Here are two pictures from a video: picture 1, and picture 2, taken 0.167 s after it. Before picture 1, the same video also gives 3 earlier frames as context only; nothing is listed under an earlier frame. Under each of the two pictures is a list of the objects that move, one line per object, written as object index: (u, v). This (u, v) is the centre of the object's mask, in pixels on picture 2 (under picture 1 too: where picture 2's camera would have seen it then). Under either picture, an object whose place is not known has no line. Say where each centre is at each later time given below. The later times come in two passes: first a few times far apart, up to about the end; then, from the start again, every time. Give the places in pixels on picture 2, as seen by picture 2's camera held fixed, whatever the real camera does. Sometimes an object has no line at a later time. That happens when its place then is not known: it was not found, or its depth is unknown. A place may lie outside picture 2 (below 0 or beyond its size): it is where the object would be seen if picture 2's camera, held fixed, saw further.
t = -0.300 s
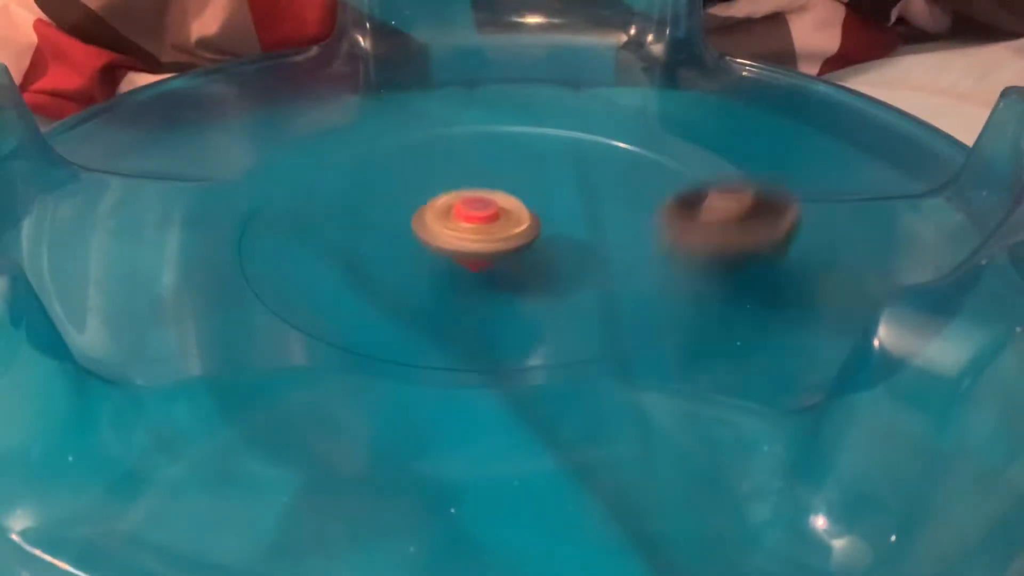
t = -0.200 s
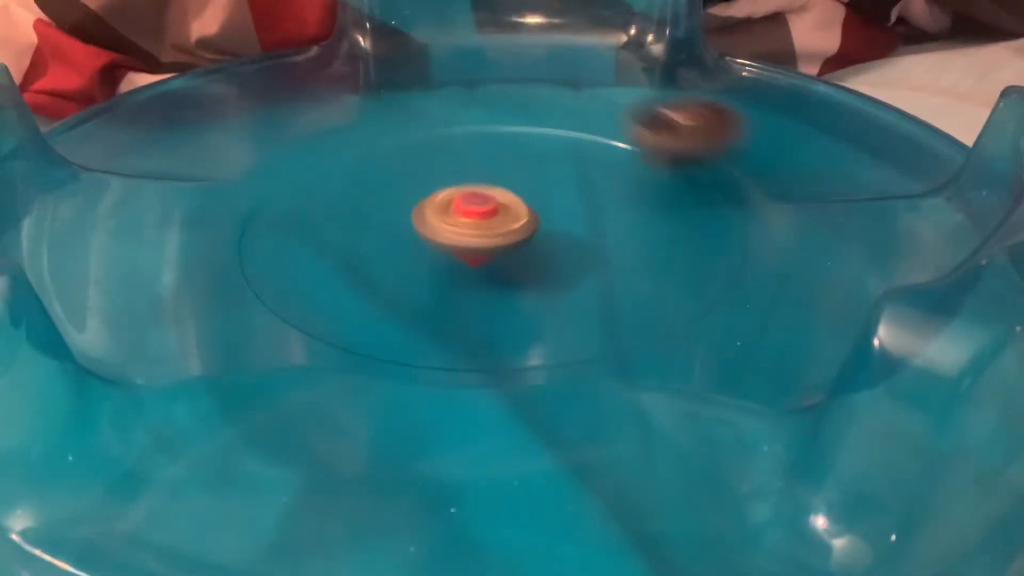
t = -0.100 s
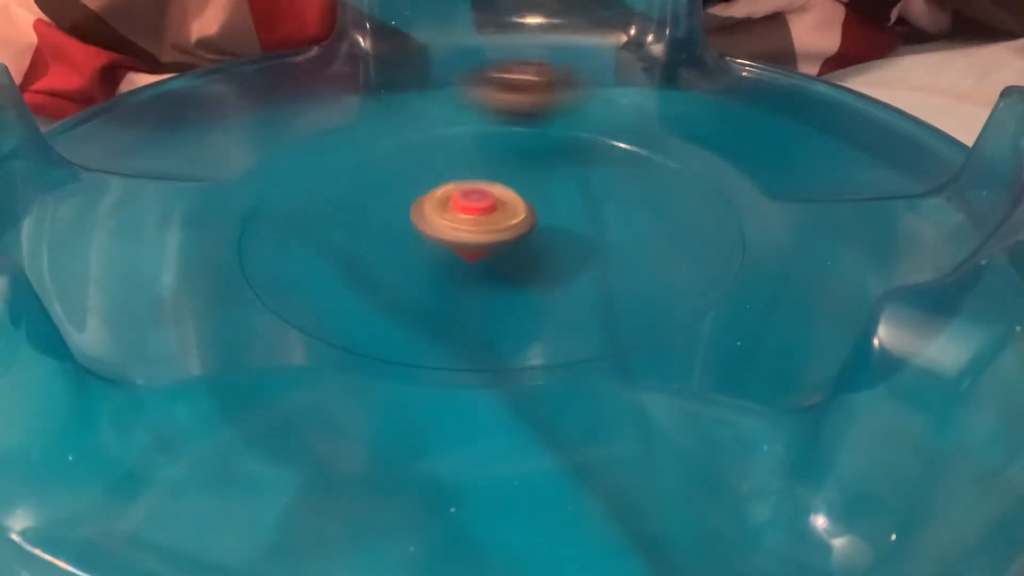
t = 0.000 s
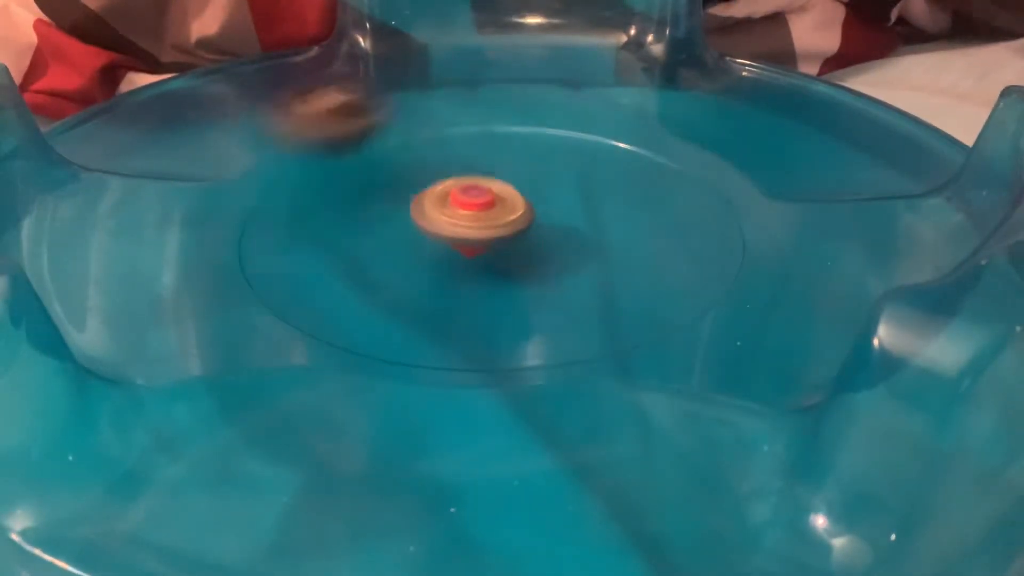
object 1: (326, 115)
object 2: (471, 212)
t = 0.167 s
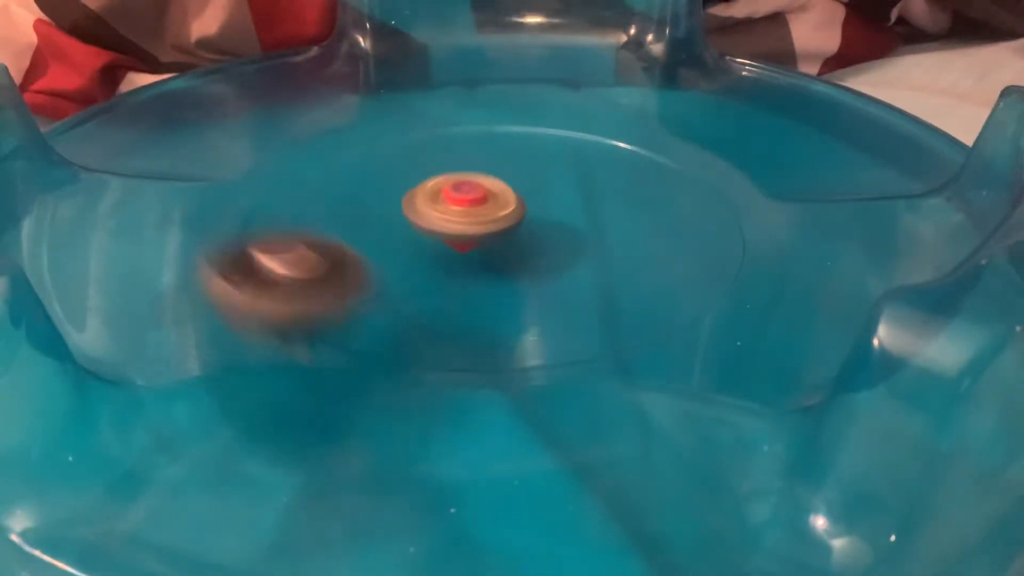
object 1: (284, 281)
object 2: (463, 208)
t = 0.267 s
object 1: (470, 379)
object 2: (460, 207)
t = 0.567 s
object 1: (539, 303)
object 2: (459, 208)
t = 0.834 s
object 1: (565, 137)
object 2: (436, 219)
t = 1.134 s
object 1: (247, 198)
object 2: (488, 228)
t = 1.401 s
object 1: (727, 229)
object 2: (524, 215)
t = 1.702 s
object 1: (354, 107)
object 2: (509, 205)
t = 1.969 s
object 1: (516, 305)
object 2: (478, 210)
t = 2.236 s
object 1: (602, 101)
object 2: (467, 231)
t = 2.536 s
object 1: (260, 242)
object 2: (487, 242)
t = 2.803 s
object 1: (734, 183)
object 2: (496, 234)
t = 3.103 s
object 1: (332, 117)
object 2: (467, 220)
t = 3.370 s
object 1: (527, 302)
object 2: (427, 218)
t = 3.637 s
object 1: (608, 133)
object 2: (417, 228)
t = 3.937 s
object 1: (209, 184)
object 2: (463, 229)
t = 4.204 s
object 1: (420, 356)
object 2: (484, 206)
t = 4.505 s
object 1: (645, 249)
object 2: (458, 194)
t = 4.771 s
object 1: (446, 121)
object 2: (441, 205)
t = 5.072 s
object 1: (276, 264)
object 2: (471, 223)
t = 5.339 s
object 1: (673, 209)
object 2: (519, 223)
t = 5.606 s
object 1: (423, 95)
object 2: (518, 211)
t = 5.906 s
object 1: (368, 285)
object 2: (476, 211)
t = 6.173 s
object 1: (693, 178)
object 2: (450, 231)
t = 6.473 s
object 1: (376, 103)
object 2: (481, 245)
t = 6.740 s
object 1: (357, 294)
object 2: (495, 229)
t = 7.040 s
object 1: (702, 150)
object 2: (457, 212)
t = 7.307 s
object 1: (370, 119)
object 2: (423, 211)
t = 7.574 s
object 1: (382, 293)
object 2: (424, 218)
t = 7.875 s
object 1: (665, 171)
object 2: (474, 222)
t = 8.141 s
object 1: (349, 135)
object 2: (495, 203)
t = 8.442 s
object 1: (454, 301)
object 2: (466, 195)
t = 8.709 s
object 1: (631, 175)
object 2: (448, 214)
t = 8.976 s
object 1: (339, 128)
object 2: (485, 235)
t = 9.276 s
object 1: (415, 292)
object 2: (525, 229)
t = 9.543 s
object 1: (651, 176)
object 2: (508, 214)
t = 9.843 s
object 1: (348, 119)
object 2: (454, 213)
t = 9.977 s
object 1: (248, 189)
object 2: (428, 221)
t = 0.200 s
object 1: (387, 340)
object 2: (462, 208)
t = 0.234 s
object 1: (432, 362)
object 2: (460, 207)
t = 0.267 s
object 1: (470, 379)
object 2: (460, 207)
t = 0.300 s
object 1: (497, 386)
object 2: (460, 207)
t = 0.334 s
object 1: (516, 387)
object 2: (460, 207)
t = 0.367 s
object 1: (526, 380)
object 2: (460, 207)
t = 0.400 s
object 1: (530, 370)
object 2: (460, 206)
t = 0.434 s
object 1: (531, 356)
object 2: (460, 207)
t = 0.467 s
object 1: (529, 342)
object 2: (459, 207)
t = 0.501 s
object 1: (526, 323)
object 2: (459, 207)
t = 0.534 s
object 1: (528, 313)
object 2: (459, 207)
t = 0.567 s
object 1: (539, 303)
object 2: (459, 208)
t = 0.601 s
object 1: (555, 291)
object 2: (459, 209)
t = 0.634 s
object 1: (577, 272)
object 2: (460, 210)
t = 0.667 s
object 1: (600, 250)
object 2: (462, 211)
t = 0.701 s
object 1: (607, 225)
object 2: (465, 213)
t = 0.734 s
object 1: (598, 202)
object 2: (467, 214)
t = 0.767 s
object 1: (583, 175)
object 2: (464, 215)
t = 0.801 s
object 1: (578, 155)
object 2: (448, 216)
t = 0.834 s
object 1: (565, 137)
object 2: (436, 219)
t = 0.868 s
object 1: (543, 119)
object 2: (430, 223)
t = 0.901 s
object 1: (512, 107)
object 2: (432, 224)
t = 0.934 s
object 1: (472, 97)
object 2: (438, 225)
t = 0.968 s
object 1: (427, 92)
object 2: (445, 227)
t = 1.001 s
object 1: (379, 98)
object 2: (454, 228)
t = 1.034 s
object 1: (337, 115)
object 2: (463, 228)
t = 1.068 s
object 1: (288, 136)
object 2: (472, 230)
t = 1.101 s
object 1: (256, 166)
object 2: (480, 229)
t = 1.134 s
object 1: (247, 198)
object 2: (488, 228)
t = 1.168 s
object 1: (258, 235)
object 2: (495, 227)
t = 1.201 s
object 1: (298, 267)
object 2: (502, 226)
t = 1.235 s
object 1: (366, 293)
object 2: (508, 224)
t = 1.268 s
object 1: (453, 305)
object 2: (513, 221)
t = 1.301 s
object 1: (541, 301)
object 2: (516, 218)
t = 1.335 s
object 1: (616, 285)
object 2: (520, 219)
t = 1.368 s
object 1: (685, 260)
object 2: (522, 218)
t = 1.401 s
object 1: (727, 229)
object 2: (524, 215)
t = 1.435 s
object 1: (742, 195)
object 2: (523, 214)
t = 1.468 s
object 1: (729, 164)
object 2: (523, 212)
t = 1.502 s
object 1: (697, 135)
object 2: (521, 210)
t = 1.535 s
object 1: (653, 113)
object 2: (520, 210)
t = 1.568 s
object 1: (597, 98)
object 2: (518, 209)
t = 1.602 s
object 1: (537, 91)
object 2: (516, 207)
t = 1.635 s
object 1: (474, 89)
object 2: (514, 206)
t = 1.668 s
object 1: (409, 97)
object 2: (512, 206)
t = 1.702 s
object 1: (354, 107)
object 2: (509, 205)
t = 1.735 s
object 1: (302, 127)
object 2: (505, 205)
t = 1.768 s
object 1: (263, 155)
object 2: (502, 205)
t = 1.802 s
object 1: (244, 187)
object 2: (498, 205)
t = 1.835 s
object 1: (248, 221)
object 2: (494, 206)
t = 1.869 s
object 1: (278, 256)
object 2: (489, 207)
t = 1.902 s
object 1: (338, 287)
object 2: (485, 208)
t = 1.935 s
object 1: (428, 303)
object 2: (481, 209)
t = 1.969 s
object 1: (516, 305)
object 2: (478, 210)
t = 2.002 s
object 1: (609, 290)
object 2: (476, 213)
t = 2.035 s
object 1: (683, 262)
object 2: (473, 216)
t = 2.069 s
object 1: (725, 232)
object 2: (471, 218)
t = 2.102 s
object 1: (739, 197)
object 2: (469, 221)
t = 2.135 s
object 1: (728, 166)
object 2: (467, 224)
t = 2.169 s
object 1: (699, 137)
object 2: (467, 226)
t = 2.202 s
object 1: (656, 117)
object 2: (467, 229)
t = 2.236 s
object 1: (602, 101)
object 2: (467, 231)
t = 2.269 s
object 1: (549, 93)
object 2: (469, 233)
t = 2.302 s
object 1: (491, 90)
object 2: (470, 235)
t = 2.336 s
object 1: (431, 94)
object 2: (472, 237)
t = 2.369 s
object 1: (370, 101)
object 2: (474, 239)
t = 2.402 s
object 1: (321, 118)
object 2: (476, 240)
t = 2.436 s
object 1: (277, 142)
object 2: (479, 241)
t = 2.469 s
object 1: (248, 172)
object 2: (482, 242)
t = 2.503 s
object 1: (242, 204)
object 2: (485, 243)
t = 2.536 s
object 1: (260, 242)
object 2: (487, 242)
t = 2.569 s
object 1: (308, 273)
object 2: (489, 242)
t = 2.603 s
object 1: (392, 299)
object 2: (491, 241)
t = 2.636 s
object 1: (484, 305)
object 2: (493, 235)
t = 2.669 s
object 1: (571, 298)
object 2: (494, 240)
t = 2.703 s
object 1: (650, 275)
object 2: (495, 239)
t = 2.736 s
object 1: (708, 245)
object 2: (496, 237)
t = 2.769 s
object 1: (733, 216)
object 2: (496, 236)
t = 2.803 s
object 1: (734, 183)
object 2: (496, 234)
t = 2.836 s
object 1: (715, 158)
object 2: (496, 233)
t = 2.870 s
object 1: (684, 135)
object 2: (495, 231)
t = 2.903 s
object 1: (641, 119)
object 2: (492, 229)
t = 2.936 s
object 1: (594, 108)
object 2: (490, 226)
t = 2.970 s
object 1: (542, 101)
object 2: (487, 225)
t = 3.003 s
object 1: (492, 100)
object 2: (483, 224)
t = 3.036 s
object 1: (439, 102)
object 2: (478, 222)
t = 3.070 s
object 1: (385, 108)
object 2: (473, 220)
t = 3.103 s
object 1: (332, 117)
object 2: (467, 220)
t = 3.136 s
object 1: (289, 131)
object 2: (461, 219)
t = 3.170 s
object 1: (255, 159)
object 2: (457, 219)
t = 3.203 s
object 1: (244, 192)
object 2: (451, 219)
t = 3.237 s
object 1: (250, 224)
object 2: (446, 218)
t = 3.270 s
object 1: (288, 263)
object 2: (441, 218)
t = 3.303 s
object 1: (359, 288)
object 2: (436, 217)
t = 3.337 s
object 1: (441, 302)
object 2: (430, 217)
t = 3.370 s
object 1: (527, 302)
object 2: (427, 218)
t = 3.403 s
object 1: (610, 287)
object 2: (423, 219)
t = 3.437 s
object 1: (666, 266)
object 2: (421, 219)
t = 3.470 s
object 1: (703, 242)
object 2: (418, 220)
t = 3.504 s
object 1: (713, 216)
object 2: (416, 222)
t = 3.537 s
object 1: (705, 192)
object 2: (415, 223)
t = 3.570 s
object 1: (683, 169)
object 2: (415, 225)
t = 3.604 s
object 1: (650, 149)
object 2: (416, 226)
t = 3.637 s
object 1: (608, 133)
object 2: (417, 228)
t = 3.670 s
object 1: (562, 122)
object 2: (420, 229)
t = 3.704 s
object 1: (512, 116)
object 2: (423, 231)
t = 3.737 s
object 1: (461, 114)
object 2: (427, 232)
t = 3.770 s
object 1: (412, 115)
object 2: (432, 232)
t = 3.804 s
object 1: (358, 116)
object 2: (439, 232)
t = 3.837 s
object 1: (311, 124)
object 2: (445, 232)
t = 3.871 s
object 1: (268, 140)
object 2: (451, 231)
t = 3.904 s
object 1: (236, 162)
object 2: (457, 230)
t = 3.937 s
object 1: (209, 184)
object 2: (463, 229)
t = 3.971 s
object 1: (194, 210)
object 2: (468, 227)
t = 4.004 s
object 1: (195, 235)
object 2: (472, 225)
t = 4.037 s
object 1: (211, 265)
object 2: (475, 222)
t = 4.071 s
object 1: (247, 290)
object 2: (479, 218)
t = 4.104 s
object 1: (301, 319)
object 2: (481, 216)
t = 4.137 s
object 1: (348, 341)
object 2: (482, 213)
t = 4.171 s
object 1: (387, 352)
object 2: (483, 209)
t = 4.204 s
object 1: (420, 356)
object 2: (484, 206)
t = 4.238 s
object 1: (446, 354)
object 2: (481, 203)
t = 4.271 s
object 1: (467, 346)
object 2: (480, 201)
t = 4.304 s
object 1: (487, 338)
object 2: (478, 198)
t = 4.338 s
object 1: (503, 327)
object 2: (475, 197)
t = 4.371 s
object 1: (523, 317)
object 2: (472, 196)
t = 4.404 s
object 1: (552, 304)
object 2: (469, 194)
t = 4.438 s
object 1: (584, 293)
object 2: (465, 194)
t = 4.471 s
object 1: (618, 270)
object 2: (462, 194)
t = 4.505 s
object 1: (645, 249)
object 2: (458, 194)
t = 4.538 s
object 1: (655, 225)
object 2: (455, 195)
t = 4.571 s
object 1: (651, 201)
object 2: (452, 195)
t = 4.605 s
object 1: (633, 180)
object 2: (449, 196)
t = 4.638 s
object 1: (606, 163)
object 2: (447, 197)
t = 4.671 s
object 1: (572, 148)
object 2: (445, 198)
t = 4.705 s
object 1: (535, 134)
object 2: (442, 200)
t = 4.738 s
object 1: (491, 125)
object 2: (442, 202)
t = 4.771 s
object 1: (446, 121)
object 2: (441, 205)
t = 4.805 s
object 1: (399, 121)
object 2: (442, 206)
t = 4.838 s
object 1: (355, 123)
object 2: (444, 209)
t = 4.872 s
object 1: (310, 129)
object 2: (447, 211)
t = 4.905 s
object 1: (274, 142)
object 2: (449, 214)
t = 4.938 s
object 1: (250, 165)
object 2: (452, 215)
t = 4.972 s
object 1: (233, 190)
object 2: (457, 217)
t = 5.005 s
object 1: (231, 214)
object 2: (462, 219)
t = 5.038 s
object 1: (245, 241)
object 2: (466, 221)
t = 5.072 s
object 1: (276, 264)
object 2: (471, 223)
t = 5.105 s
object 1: (325, 283)
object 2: (478, 225)
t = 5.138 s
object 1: (395, 295)
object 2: (484, 225)
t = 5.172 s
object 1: (469, 302)
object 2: (491, 223)
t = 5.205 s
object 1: (535, 296)
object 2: (497, 223)
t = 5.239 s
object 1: (590, 281)
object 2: (503, 226)
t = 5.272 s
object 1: (631, 259)
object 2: (509, 225)
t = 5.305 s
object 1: (661, 235)
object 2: (515, 224)
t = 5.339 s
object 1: (673, 209)
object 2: (519, 223)
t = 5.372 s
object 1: (668, 185)
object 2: (523, 222)
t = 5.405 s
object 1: (651, 162)
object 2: (525, 221)
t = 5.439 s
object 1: (625, 140)
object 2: (526, 219)
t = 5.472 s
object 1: (591, 123)
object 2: (526, 217)
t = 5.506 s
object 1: (552, 110)
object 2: (525, 215)
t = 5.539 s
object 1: (511, 101)
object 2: (524, 214)
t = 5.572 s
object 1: (466, 96)
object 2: (521, 212)
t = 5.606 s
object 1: (423, 95)
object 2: (518, 211)
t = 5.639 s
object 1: (372, 102)
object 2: (515, 209)
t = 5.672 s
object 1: (327, 116)
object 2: (512, 209)
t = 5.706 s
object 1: (291, 136)
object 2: (507, 208)
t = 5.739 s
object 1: (259, 162)
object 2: (502, 208)
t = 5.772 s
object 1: (246, 190)
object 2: (496, 207)
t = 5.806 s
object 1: (251, 220)
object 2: (491, 209)
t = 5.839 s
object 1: (276, 247)
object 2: (486, 209)
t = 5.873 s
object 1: (316, 269)
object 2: (481, 210)
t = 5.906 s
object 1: (368, 285)
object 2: (476, 211)
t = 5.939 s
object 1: (433, 292)
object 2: (472, 210)
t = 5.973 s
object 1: (495, 293)
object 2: (466, 212)
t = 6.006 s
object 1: (556, 284)
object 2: (462, 218)
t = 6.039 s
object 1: (611, 269)
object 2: (459, 221)
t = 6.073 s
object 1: (655, 251)
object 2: (455, 224)
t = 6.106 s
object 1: (684, 227)
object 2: (453, 226)
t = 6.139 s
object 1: (695, 202)
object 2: (451, 229)
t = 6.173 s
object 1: (693, 178)
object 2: (450, 231)
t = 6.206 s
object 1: (681, 158)
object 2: (451, 235)
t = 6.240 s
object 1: (660, 137)
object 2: (452, 237)
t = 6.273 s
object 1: (629, 121)
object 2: (455, 240)
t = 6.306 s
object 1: (593, 109)
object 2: (458, 242)
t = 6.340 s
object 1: (552, 101)
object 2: (462, 244)
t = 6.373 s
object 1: (510, 96)
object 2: (467, 244)
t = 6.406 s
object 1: (464, 95)
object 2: (472, 245)
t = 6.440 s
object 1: (422, 98)
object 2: (476, 245)
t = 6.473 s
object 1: (376, 103)
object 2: (481, 245)
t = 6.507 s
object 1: (332, 116)
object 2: (484, 244)
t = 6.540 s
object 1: (295, 134)
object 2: (488, 242)
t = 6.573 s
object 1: (264, 159)
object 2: (490, 241)
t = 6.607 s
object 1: (245, 182)
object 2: (493, 239)
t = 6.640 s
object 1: (244, 212)
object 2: (495, 237)
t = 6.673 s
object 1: (260, 242)
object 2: (496, 235)
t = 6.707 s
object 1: (299, 270)
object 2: (496, 232)
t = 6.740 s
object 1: (357, 294)
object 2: (495, 229)
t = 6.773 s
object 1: (438, 303)
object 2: (494, 223)
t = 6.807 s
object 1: (516, 302)
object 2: (492, 220)
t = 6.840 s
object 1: (587, 292)
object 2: (489, 222)
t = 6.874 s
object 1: (657, 276)
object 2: (485, 220)
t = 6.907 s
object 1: (703, 249)
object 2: (480, 217)
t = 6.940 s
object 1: (729, 224)
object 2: (473, 215)
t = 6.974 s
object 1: (734, 196)
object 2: (468, 213)
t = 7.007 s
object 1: (724, 171)
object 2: (462, 213)
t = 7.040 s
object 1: (702, 150)
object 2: (457, 212)
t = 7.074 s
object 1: (673, 132)
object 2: (451, 210)
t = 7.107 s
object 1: (636, 120)
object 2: (447, 210)
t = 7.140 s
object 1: (596, 112)
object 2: (442, 210)
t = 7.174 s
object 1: (549, 106)
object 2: (437, 210)
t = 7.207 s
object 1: (504, 104)
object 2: (432, 209)
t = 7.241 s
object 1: (458, 106)
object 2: (429, 209)
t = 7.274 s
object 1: (413, 111)
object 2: (426, 210)
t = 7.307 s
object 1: (370, 119)
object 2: (423, 211)
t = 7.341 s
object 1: (327, 131)
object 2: (420, 211)
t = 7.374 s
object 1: (288, 147)
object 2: (418, 212)
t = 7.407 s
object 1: (257, 166)
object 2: (416, 213)
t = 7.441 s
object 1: (241, 188)
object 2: (416, 215)
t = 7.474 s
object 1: (247, 217)
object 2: (417, 216)
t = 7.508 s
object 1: (268, 249)
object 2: (419, 219)
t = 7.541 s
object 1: (317, 274)
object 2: (422, 220)
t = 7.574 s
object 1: (382, 293)
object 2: (424, 218)
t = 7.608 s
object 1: (458, 302)
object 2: (429, 220)
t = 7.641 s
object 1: (532, 302)
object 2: (434, 225)
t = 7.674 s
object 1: (603, 289)
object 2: (439, 226)
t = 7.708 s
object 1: (654, 273)
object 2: (446, 226)
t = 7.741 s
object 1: (683, 253)
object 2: (452, 226)
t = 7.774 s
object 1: (697, 230)
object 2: (458, 225)
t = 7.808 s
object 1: (698, 208)
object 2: (464, 224)
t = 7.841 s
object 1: (687, 189)
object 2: (469, 223)
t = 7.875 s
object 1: (665, 171)
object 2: (474, 222)
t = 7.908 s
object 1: (636, 154)
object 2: (479, 220)
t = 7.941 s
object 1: (603, 143)
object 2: (484, 218)
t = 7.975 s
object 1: (565, 134)
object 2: (488, 216)
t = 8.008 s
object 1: (525, 127)
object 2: (492, 213)
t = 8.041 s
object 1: (481, 124)
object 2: (495, 210)
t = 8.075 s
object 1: (438, 125)
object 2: (496, 207)
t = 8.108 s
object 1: (392, 127)
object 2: (496, 205)
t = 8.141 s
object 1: (349, 135)
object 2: (495, 203)
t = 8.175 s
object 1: (310, 144)
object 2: (493, 200)
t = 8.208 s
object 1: (274, 158)
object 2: (492, 198)
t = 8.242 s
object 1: (249, 174)
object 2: (490, 197)
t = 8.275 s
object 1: (244, 197)
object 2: (487, 195)
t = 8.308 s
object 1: (255, 227)
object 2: (483, 195)
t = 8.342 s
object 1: (279, 255)
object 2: (479, 194)
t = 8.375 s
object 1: (328, 280)
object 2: (475, 194)
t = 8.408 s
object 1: (392, 295)
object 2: (470, 194)
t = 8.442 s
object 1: (454, 301)
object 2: (466, 195)
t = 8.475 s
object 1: (510, 299)
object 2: (461, 196)
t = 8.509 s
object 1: (560, 290)
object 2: (457, 198)
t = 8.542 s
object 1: (601, 274)
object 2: (454, 200)
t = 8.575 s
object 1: (632, 259)
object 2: (451, 202)
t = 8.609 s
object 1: (650, 236)
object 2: (449, 204)
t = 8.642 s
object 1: (654, 213)
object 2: (447, 207)
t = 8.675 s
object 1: (648, 193)
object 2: (447, 211)
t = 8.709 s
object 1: (631, 175)
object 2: (448, 214)
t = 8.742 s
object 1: (606, 158)
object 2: (450, 218)
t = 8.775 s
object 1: (575, 145)
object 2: (453, 221)
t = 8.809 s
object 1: (540, 133)
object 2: (456, 224)
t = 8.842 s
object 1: (501, 126)
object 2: (460, 227)
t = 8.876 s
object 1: (461, 122)
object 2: (466, 230)
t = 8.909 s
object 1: (420, 122)
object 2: (472, 233)
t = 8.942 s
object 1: (380, 123)
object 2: (479, 234)
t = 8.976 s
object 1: (339, 128)
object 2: (485, 235)
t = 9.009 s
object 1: (303, 137)
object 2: (491, 236)
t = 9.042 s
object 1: (270, 151)
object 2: (496, 235)
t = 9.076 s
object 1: (252, 173)
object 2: (503, 235)
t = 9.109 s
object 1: (247, 197)
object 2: (508, 235)
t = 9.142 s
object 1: (253, 225)
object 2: (514, 234)
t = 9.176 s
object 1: (277, 252)
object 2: (518, 233)
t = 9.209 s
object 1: (315, 274)
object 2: (521, 232)
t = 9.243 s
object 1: (361, 287)
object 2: (523, 231)
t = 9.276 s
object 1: (415, 292)
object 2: (525, 229)
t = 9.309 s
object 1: (474, 293)
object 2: (526, 223)
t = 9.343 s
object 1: (528, 287)
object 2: (526, 219)
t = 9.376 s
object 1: (575, 276)
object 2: (523, 217)
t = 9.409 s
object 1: (614, 261)
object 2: (521, 219)
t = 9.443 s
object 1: (643, 241)
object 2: (522, 220)
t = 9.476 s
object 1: (659, 218)
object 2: (519, 218)
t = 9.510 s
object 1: (661, 197)
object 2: (514, 216)
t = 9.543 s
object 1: (651, 176)
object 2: (508, 214)
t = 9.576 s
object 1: (634, 155)
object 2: (504, 214)
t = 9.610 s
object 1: (609, 140)
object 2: (499, 213)
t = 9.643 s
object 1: (579, 128)
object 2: (494, 212)
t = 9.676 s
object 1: (543, 118)
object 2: (488, 211)
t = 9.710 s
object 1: (505, 112)
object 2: (481, 210)
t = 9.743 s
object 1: (466, 108)
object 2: (474, 211)
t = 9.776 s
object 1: (427, 109)
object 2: (467, 211)
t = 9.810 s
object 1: (387, 112)
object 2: (461, 212)
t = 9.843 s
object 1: (348, 119)
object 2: (454, 213)
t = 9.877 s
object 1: (317, 129)
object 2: (447, 215)
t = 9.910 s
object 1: (286, 145)
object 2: (440, 217)
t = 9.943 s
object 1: (261, 164)
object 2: (433, 219)
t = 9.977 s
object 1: (248, 189)
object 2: (428, 221)
